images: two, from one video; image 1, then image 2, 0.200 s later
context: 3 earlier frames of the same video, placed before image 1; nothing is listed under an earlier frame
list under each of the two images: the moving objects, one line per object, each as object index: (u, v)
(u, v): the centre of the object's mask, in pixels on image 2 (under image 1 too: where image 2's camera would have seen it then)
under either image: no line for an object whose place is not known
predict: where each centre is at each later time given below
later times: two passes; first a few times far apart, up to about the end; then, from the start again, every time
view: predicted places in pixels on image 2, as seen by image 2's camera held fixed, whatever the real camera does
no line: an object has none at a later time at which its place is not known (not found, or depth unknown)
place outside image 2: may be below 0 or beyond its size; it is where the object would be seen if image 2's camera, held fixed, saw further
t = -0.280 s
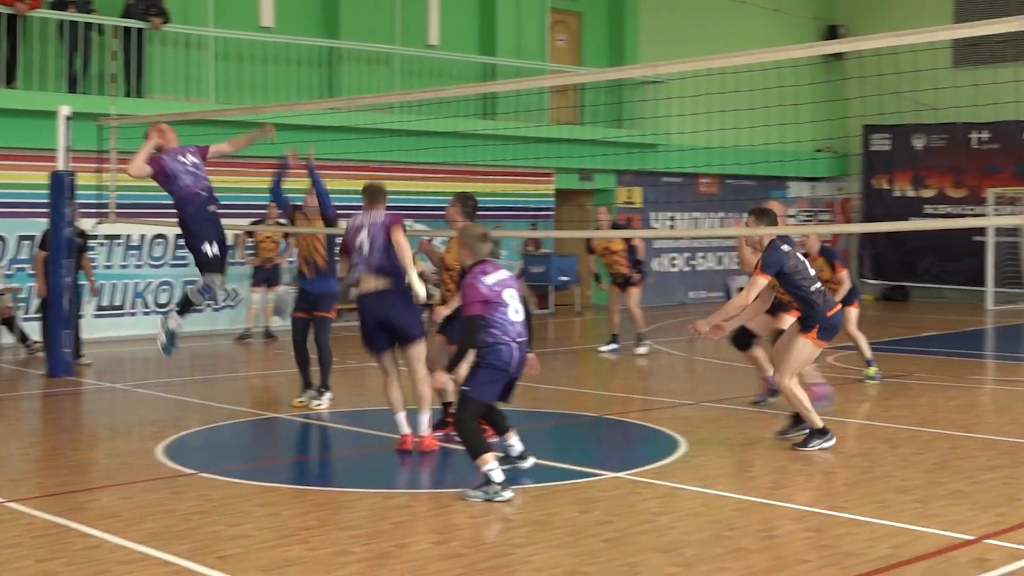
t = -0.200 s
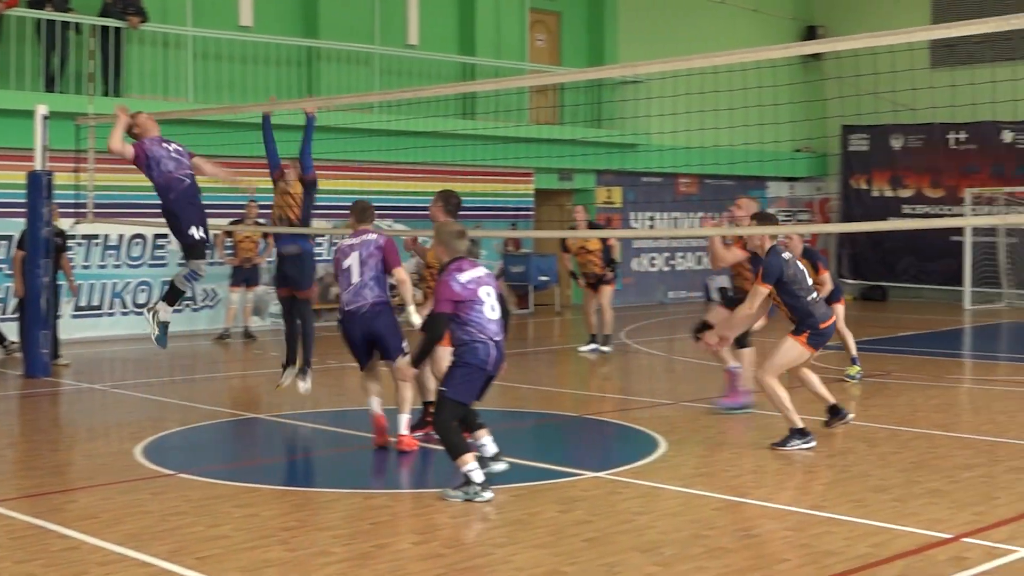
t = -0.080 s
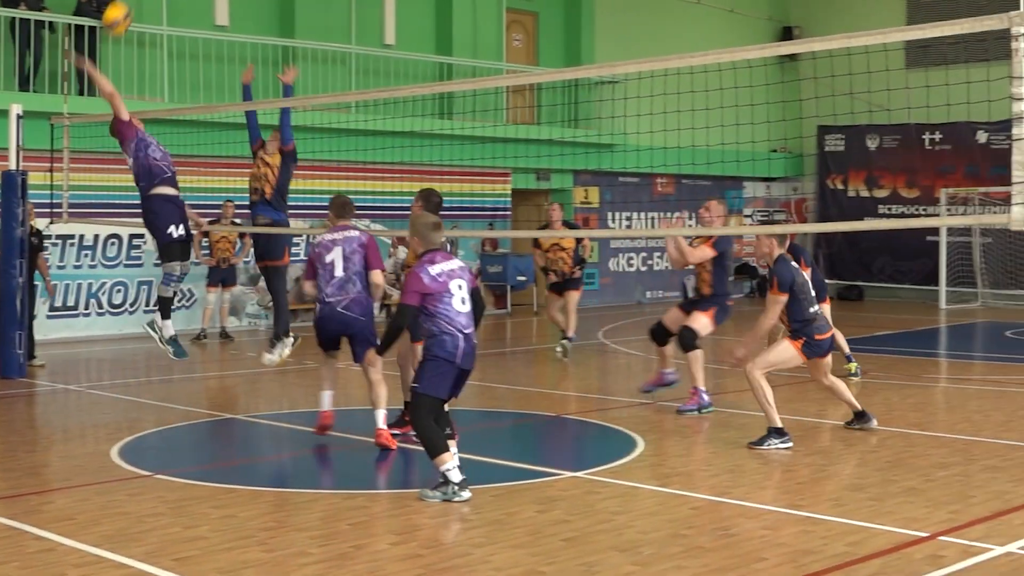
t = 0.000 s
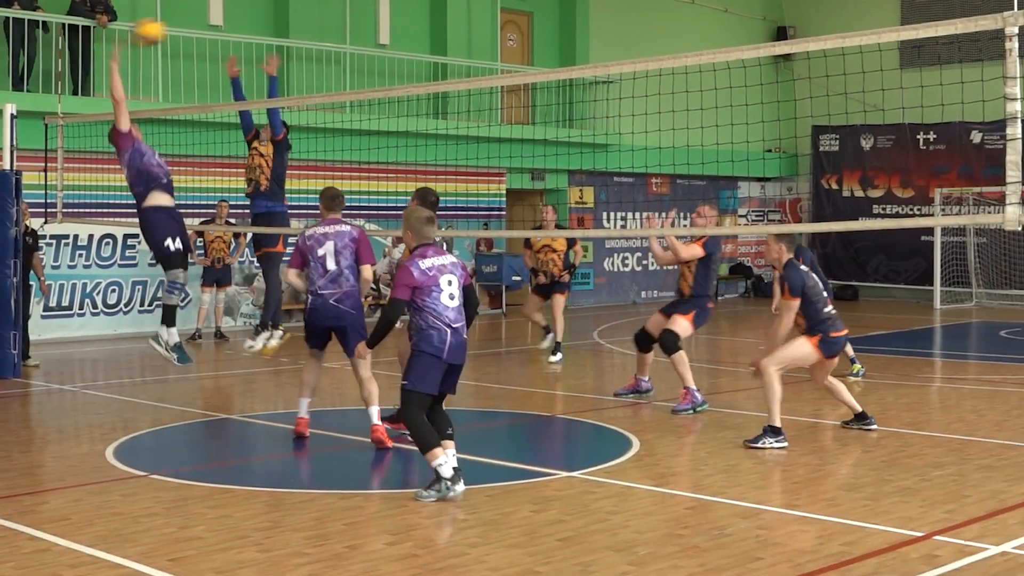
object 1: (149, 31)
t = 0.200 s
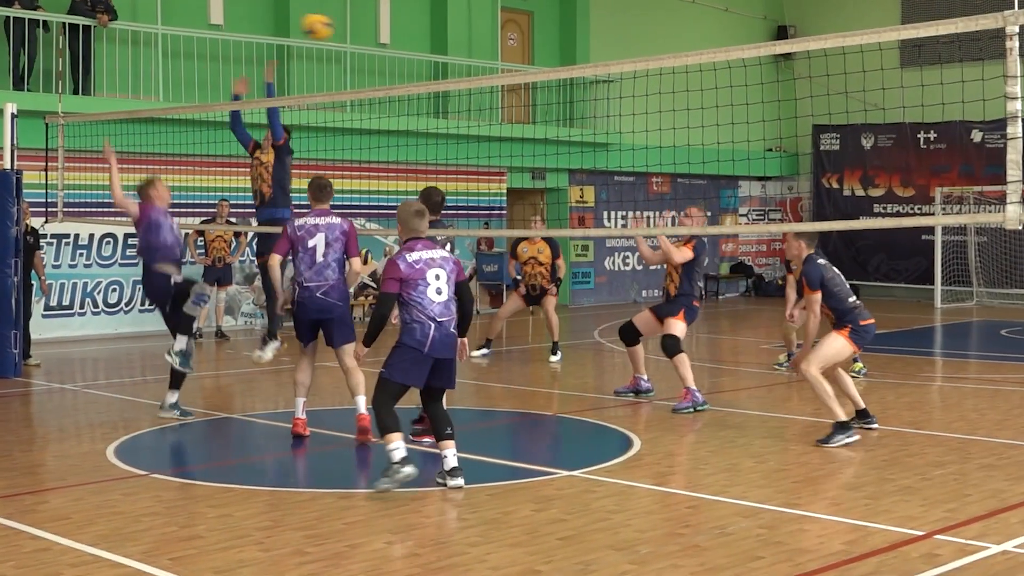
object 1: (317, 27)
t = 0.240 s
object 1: (348, 31)
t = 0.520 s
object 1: (535, 114)
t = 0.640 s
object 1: (603, 171)
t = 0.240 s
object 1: (348, 31)
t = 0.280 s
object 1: (377, 38)
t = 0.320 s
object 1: (406, 47)
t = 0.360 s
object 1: (433, 57)
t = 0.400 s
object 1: (460, 68)
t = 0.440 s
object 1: (489, 89)
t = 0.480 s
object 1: (511, 96)
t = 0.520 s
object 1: (535, 114)
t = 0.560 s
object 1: (558, 132)
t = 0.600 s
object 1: (581, 151)
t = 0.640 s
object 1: (603, 171)
